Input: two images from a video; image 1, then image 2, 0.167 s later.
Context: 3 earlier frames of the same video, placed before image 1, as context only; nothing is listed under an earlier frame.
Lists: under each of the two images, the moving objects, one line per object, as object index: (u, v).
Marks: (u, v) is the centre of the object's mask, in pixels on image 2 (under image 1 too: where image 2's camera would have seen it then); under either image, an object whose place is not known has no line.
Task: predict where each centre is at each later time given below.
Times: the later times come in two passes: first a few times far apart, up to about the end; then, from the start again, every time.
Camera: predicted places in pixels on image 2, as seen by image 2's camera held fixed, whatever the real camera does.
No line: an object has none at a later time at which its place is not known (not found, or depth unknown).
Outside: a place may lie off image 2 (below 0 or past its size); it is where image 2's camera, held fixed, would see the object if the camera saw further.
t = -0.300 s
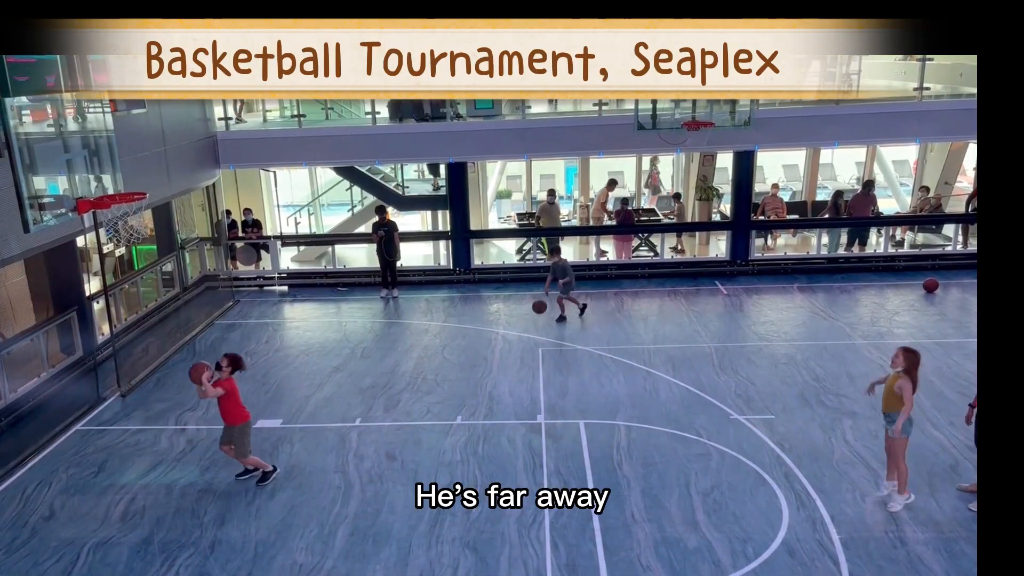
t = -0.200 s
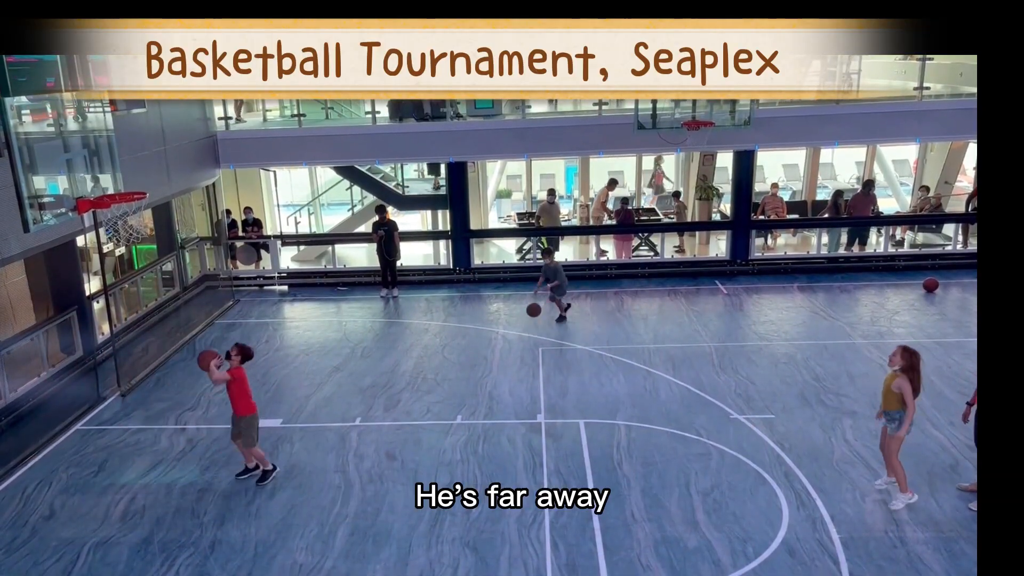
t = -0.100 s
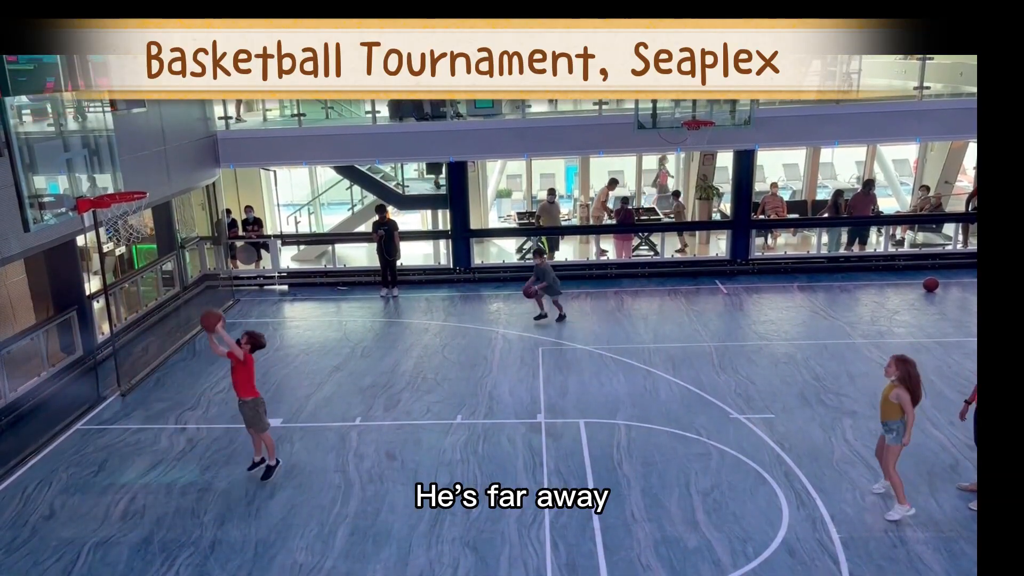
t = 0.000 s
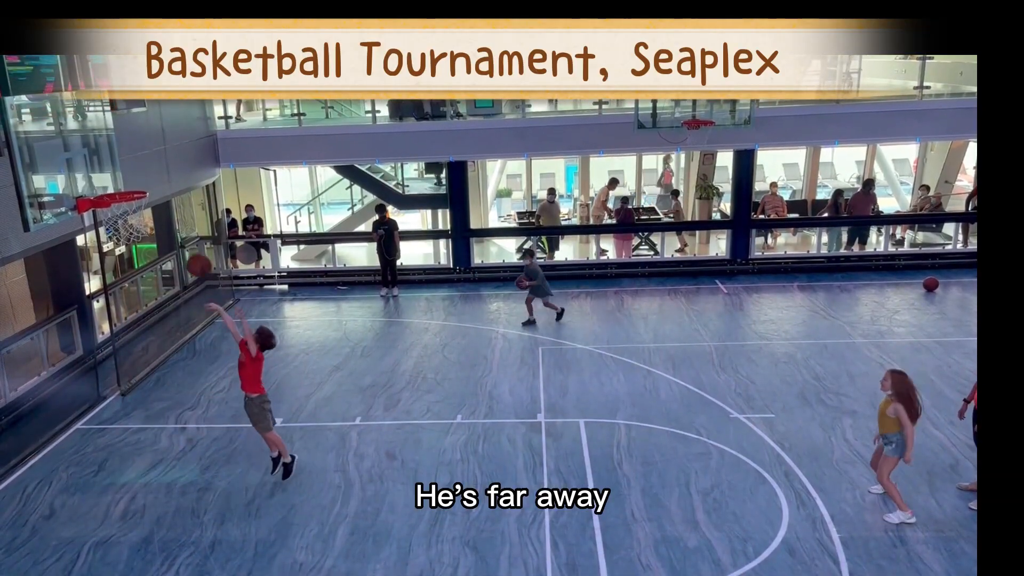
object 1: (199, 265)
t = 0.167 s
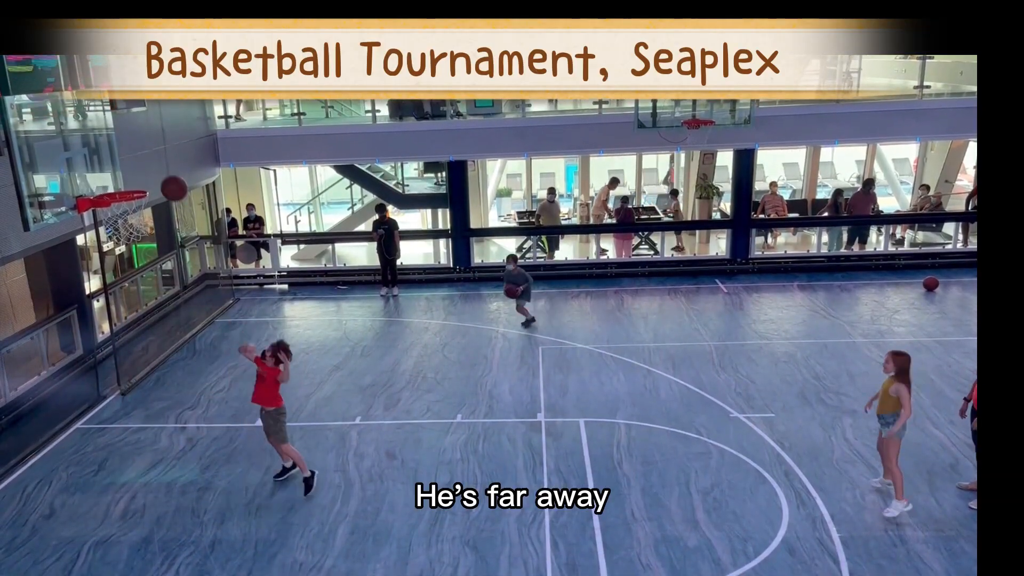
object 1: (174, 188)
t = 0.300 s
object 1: (156, 146)
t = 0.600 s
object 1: (126, 119)
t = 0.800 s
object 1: (114, 157)
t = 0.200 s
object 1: (169, 176)
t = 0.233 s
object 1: (165, 165)
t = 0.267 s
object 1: (160, 155)
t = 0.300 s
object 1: (156, 146)
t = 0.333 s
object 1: (152, 138)
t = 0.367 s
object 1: (148, 131)
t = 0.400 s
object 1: (144, 125)
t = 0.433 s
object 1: (141, 121)
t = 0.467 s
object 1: (137, 118)
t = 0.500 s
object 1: (134, 116)
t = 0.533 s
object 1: (131, 116)
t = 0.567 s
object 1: (128, 117)
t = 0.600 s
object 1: (126, 119)
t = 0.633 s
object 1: (123, 122)
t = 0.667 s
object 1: (121, 127)
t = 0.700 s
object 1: (119, 132)
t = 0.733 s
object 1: (117, 139)
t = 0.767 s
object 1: (116, 148)
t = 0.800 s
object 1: (114, 157)
